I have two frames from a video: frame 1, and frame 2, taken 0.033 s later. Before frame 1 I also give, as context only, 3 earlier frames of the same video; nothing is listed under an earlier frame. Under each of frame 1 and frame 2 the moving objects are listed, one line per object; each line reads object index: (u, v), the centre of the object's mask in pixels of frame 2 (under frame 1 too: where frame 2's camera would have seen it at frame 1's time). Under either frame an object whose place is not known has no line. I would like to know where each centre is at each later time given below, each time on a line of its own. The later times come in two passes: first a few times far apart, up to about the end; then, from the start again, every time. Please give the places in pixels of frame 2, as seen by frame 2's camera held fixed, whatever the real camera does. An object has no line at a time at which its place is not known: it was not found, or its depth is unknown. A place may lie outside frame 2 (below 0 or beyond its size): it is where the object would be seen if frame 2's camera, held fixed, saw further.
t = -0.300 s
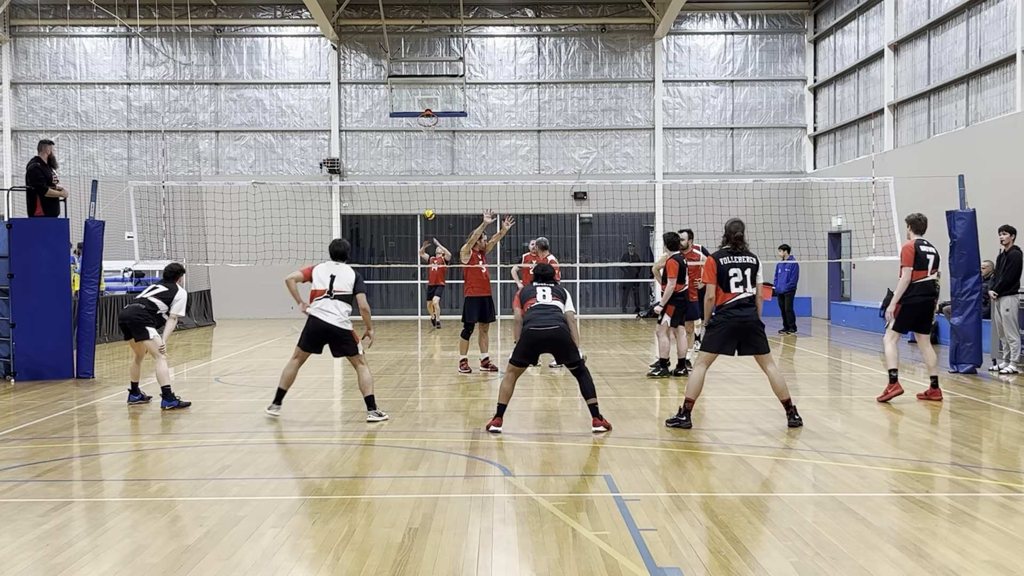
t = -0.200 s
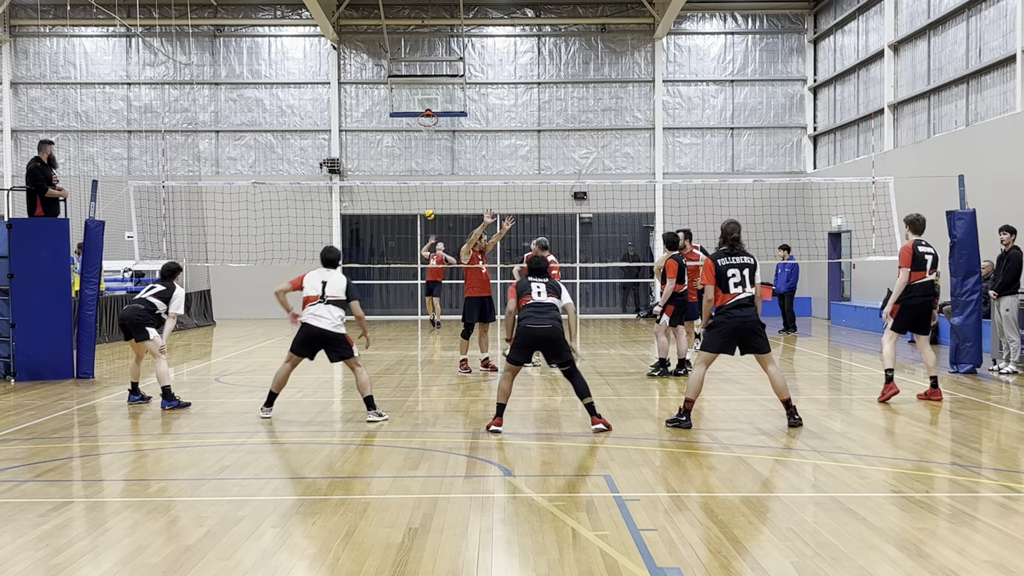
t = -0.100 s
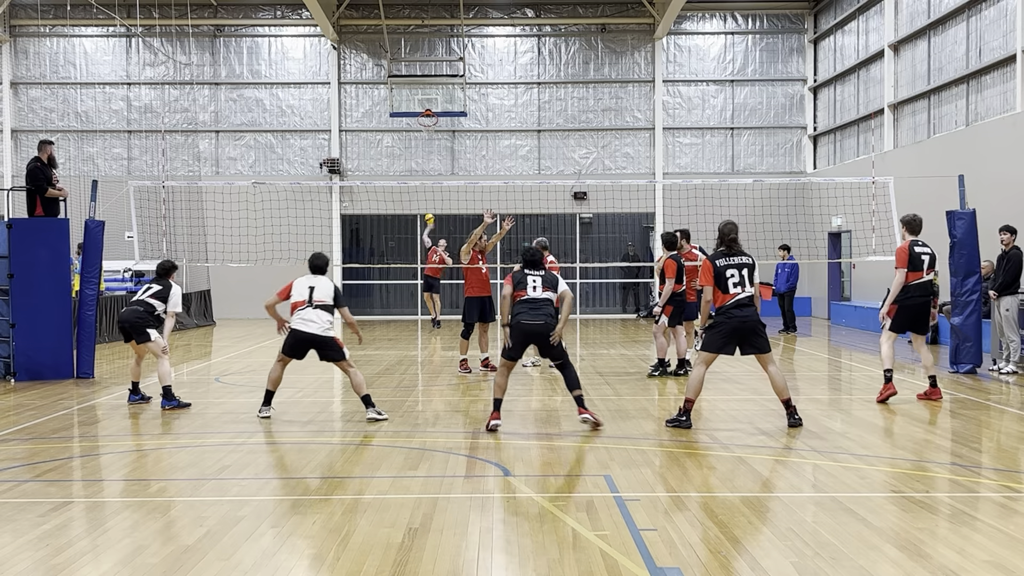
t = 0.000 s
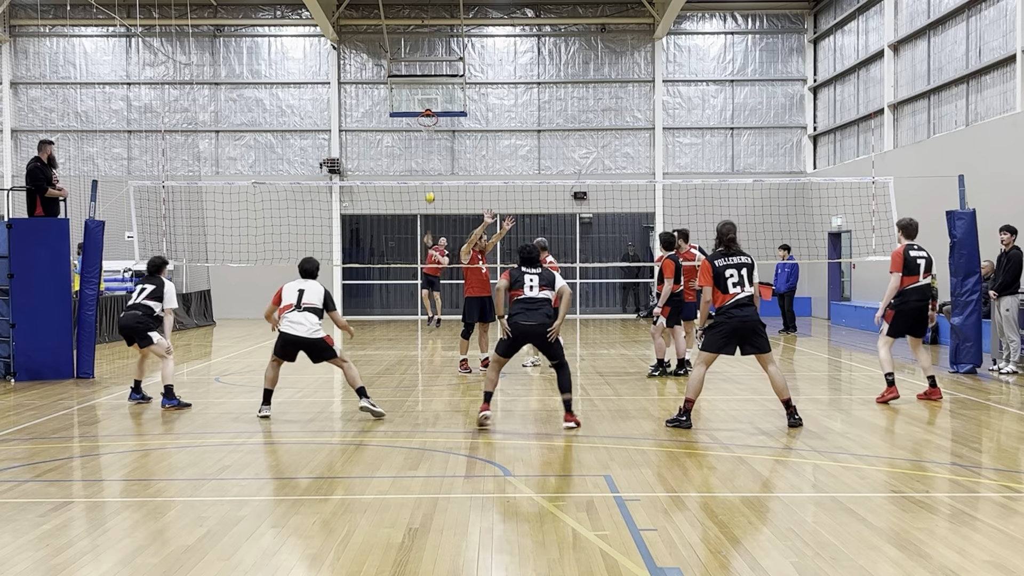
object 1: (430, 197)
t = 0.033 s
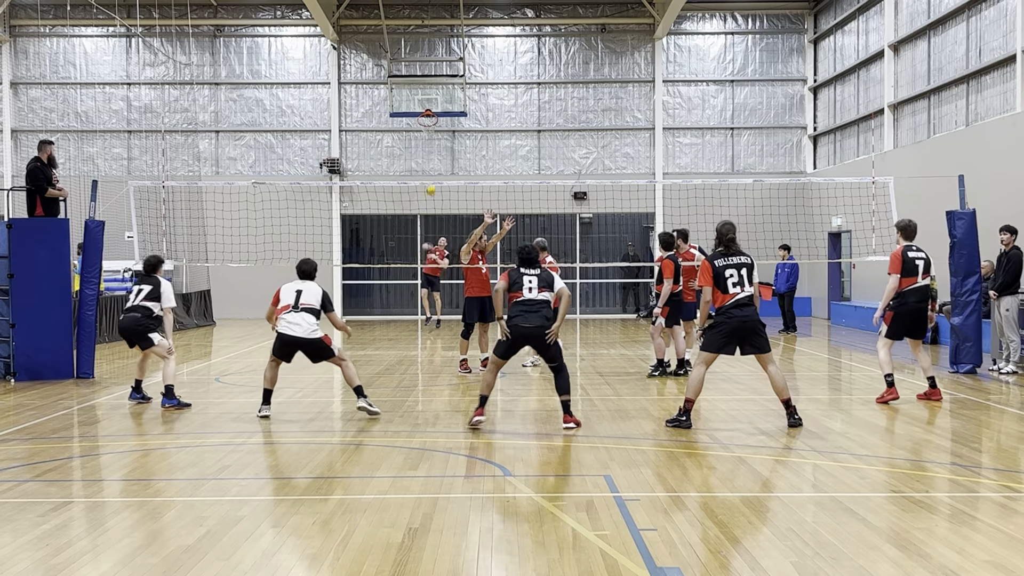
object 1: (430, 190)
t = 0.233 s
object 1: (433, 144)
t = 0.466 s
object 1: (437, 105)
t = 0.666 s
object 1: (437, 89)
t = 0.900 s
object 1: (431, 112)
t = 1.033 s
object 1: (426, 157)
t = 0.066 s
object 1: (431, 178)
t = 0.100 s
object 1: (430, 173)
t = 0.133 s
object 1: (431, 166)
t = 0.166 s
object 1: (431, 158)
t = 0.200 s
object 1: (432, 152)
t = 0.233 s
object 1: (433, 144)
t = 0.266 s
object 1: (433, 137)
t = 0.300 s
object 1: (434, 131)
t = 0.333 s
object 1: (434, 125)
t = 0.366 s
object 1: (435, 119)
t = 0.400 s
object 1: (436, 115)
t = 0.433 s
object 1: (437, 109)
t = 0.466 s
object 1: (437, 105)
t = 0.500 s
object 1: (437, 101)
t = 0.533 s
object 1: (438, 97)
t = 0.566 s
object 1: (438, 93)
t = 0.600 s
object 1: (438, 91)
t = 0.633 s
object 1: (438, 89)
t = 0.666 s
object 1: (437, 89)
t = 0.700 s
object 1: (437, 89)
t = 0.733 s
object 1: (436, 89)
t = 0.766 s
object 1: (436, 92)
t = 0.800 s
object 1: (435, 95)
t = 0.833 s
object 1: (434, 99)
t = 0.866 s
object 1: (433, 105)
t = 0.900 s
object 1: (431, 112)
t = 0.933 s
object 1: (431, 121)
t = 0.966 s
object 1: (429, 131)
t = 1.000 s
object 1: (428, 143)
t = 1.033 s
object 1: (426, 157)
